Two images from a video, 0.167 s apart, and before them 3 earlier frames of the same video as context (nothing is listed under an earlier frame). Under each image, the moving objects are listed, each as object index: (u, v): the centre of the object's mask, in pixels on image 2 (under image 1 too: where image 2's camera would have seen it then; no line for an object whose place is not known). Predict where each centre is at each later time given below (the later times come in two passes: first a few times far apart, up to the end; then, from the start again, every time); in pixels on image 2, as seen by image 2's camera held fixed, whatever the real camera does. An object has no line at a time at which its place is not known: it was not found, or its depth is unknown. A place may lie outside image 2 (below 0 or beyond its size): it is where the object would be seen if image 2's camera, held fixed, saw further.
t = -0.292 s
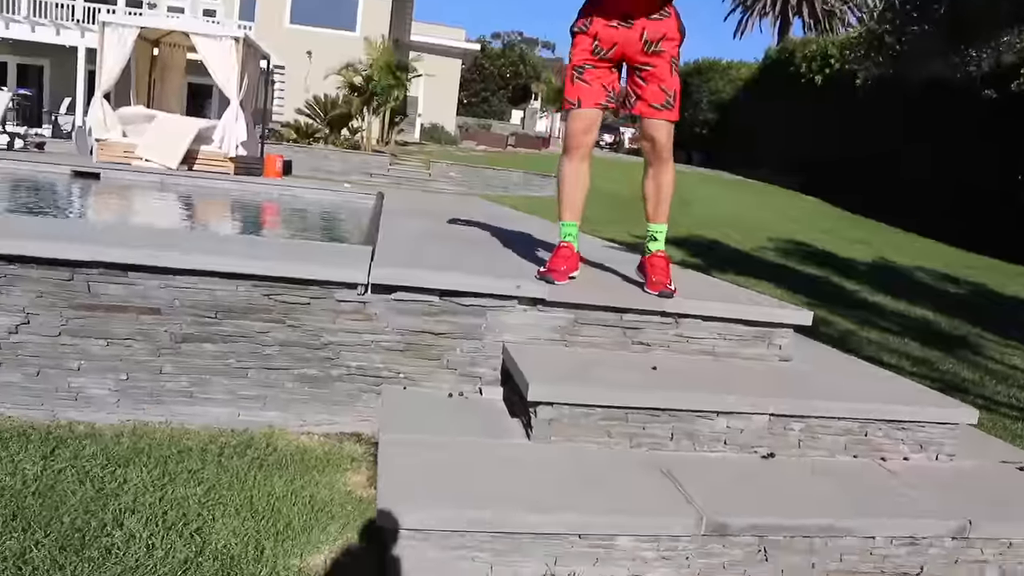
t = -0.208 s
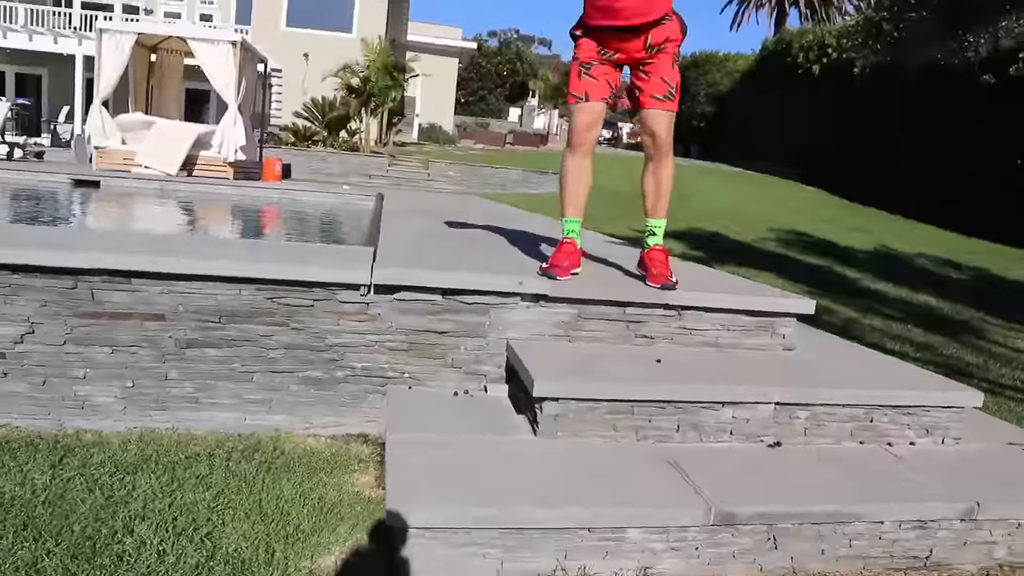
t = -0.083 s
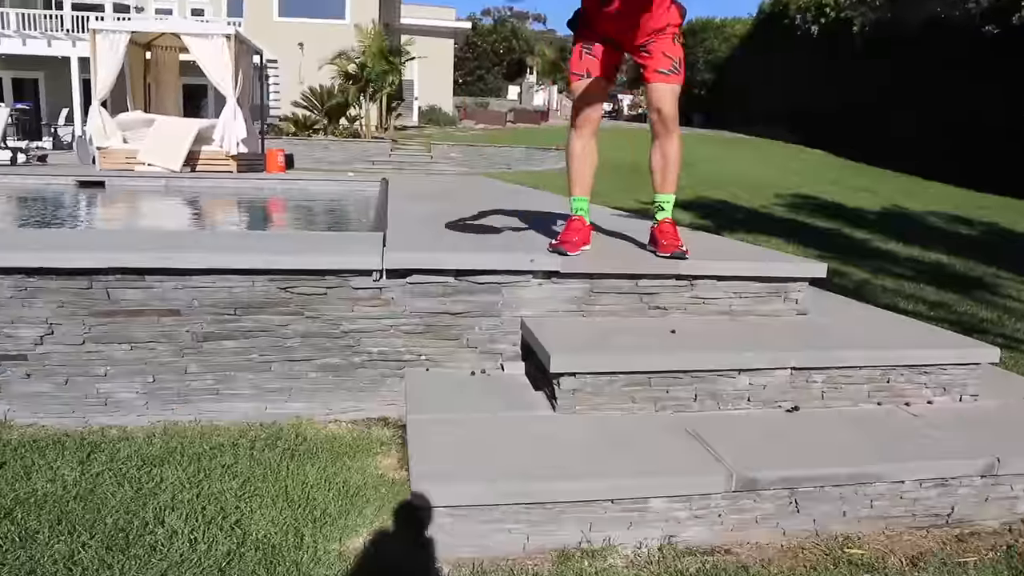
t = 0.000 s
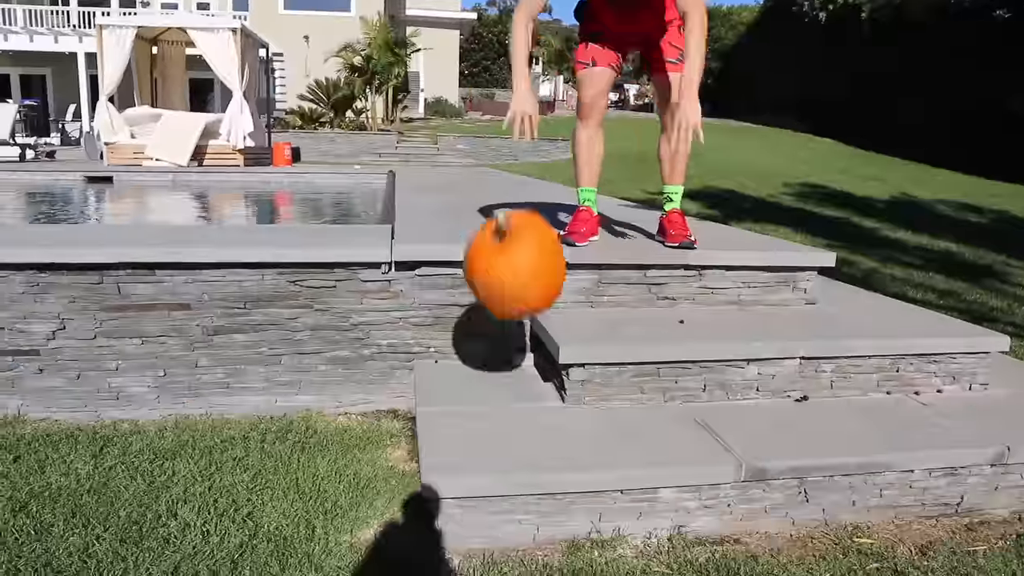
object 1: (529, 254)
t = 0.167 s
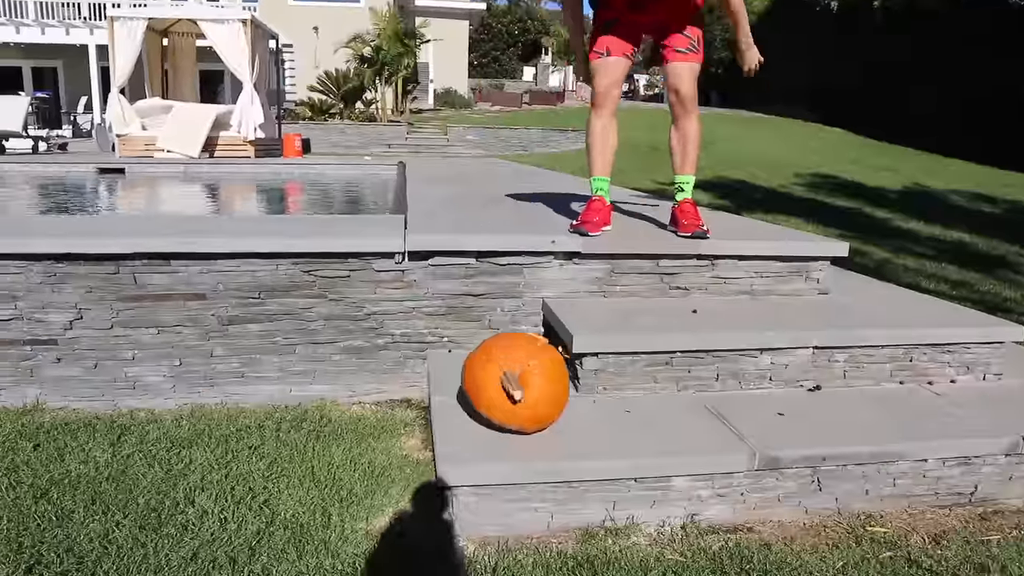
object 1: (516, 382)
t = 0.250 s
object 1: (513, 397)
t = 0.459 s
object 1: (493, 419)
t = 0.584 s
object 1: (482, 458)
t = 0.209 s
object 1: (514, 392)
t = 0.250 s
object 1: (513, 397)
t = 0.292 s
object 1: (510, 399)
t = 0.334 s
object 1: (505, 402)
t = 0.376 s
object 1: (502, 406)
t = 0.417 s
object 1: (498, 412)
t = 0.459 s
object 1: (493, 419)
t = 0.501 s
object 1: (490, 428)
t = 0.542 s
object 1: (486, 441)
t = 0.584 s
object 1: (482, 458)
